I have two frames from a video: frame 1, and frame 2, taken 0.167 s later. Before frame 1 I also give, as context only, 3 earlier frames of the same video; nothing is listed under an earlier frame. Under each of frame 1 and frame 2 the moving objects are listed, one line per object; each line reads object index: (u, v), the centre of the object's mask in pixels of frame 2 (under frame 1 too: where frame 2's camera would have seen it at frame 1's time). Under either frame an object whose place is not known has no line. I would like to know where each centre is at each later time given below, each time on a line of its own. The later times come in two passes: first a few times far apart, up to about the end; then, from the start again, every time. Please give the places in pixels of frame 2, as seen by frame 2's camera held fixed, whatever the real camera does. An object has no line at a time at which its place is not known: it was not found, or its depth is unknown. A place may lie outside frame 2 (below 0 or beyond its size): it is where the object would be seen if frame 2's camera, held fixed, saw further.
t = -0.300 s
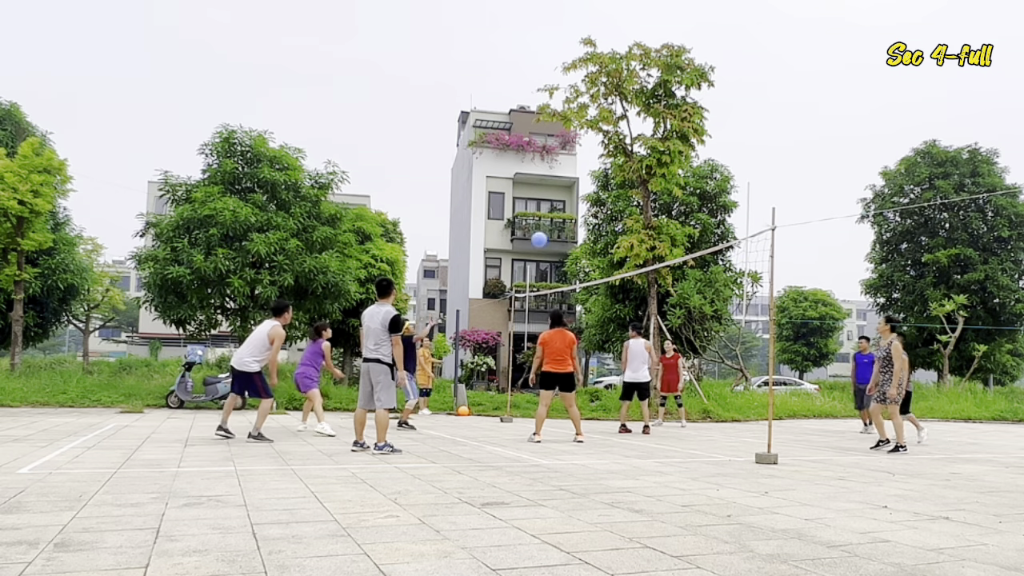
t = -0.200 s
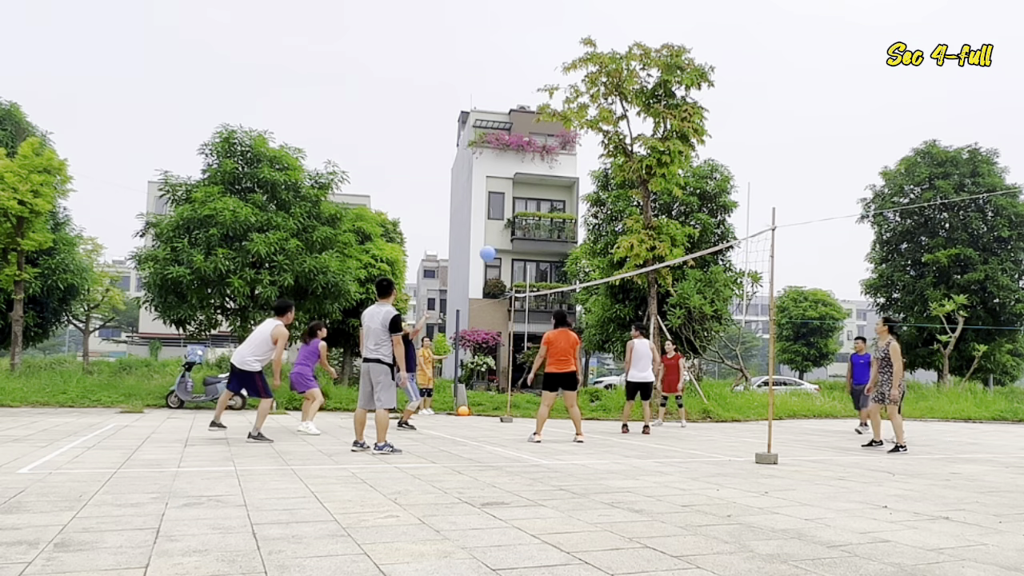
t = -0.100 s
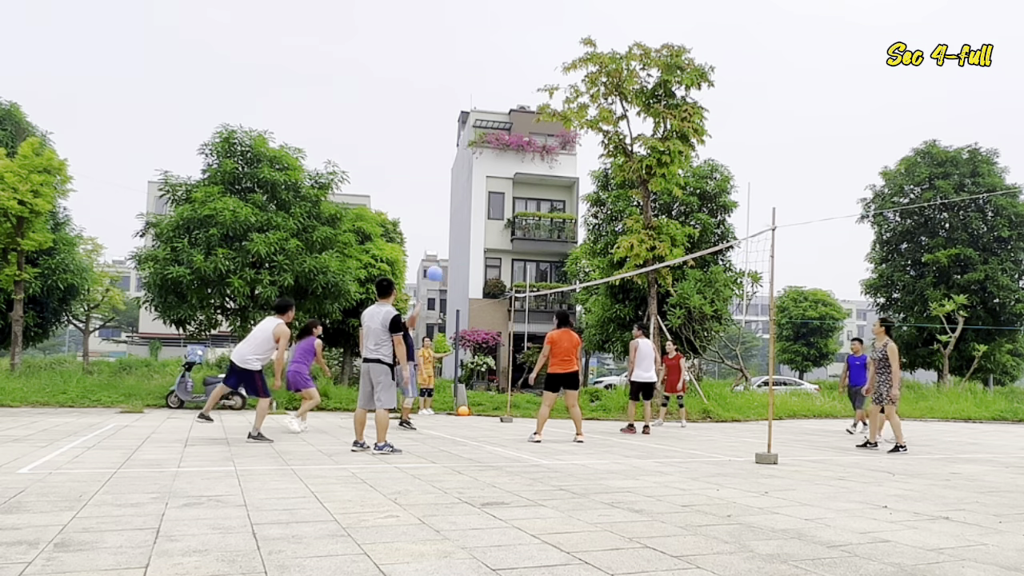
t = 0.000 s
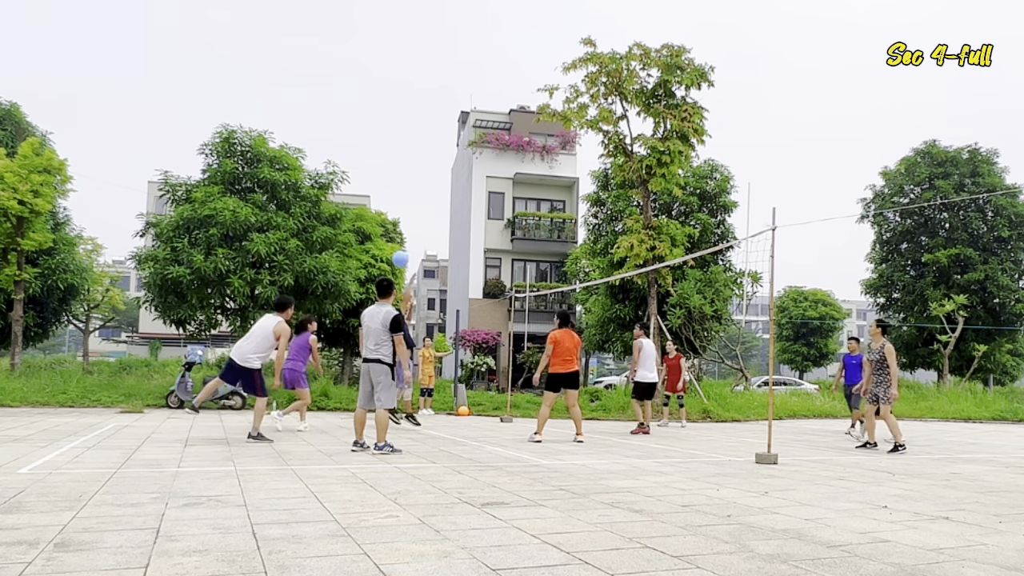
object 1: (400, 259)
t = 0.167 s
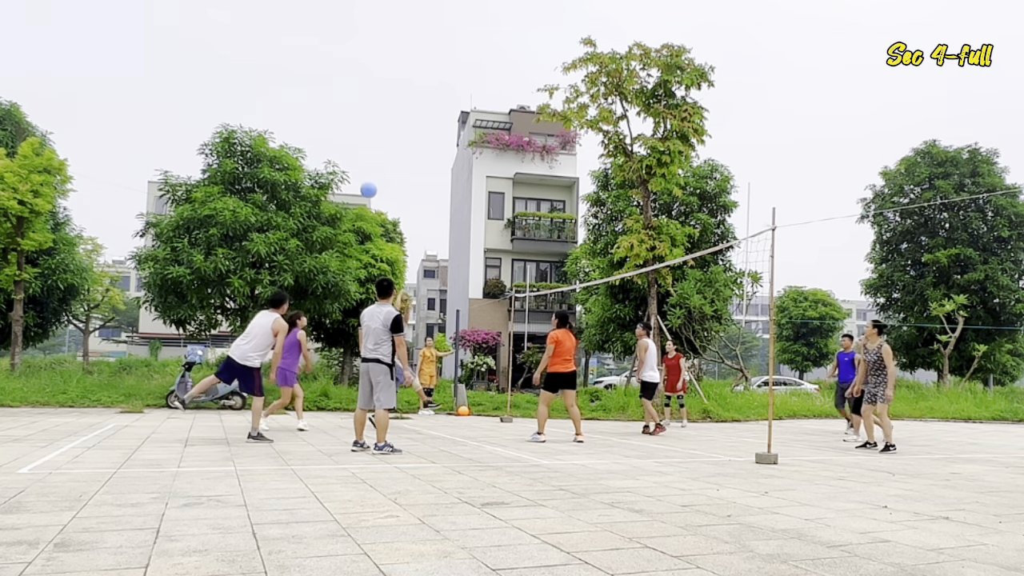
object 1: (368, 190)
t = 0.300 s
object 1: (341, 147)
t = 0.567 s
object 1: (285, 99)
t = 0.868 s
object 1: (215, 104)
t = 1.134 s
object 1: (149, 167)
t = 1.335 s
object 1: (98, 252)
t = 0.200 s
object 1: (362, 178)
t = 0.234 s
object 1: (355, 167)
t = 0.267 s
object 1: (348, 157)
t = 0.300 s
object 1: (341, 147)
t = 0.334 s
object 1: (335, 139)
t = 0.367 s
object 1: (328, 131)
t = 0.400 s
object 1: (321, 123)
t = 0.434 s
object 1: (314, 117)
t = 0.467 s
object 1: (307, 111)
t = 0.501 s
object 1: (300, 106)
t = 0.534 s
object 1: (292, 102)
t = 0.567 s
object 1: (285, 99)
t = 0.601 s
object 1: (278, 96)
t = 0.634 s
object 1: (270, 94)
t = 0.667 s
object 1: (263, 93)
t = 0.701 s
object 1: (255, 93)
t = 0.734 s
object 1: (247, 94)
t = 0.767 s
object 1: (239, 95)
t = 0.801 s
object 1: (232, 97)
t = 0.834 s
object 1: (224, 100)
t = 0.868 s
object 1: (215, 104)
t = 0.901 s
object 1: (207, 109)
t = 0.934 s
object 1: (199, 114)
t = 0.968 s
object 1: (191, 121)
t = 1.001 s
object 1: (183, 128)
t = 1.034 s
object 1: (174, 136)
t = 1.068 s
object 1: (166, 146)
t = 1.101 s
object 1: (158, 156)
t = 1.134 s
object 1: (149, 167)
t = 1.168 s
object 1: (141, 179)
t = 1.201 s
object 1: (132, 192)
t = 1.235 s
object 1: (123, 205)
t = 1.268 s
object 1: (114, 220)
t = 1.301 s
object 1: (106, 236)
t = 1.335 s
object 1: (98, 252)
